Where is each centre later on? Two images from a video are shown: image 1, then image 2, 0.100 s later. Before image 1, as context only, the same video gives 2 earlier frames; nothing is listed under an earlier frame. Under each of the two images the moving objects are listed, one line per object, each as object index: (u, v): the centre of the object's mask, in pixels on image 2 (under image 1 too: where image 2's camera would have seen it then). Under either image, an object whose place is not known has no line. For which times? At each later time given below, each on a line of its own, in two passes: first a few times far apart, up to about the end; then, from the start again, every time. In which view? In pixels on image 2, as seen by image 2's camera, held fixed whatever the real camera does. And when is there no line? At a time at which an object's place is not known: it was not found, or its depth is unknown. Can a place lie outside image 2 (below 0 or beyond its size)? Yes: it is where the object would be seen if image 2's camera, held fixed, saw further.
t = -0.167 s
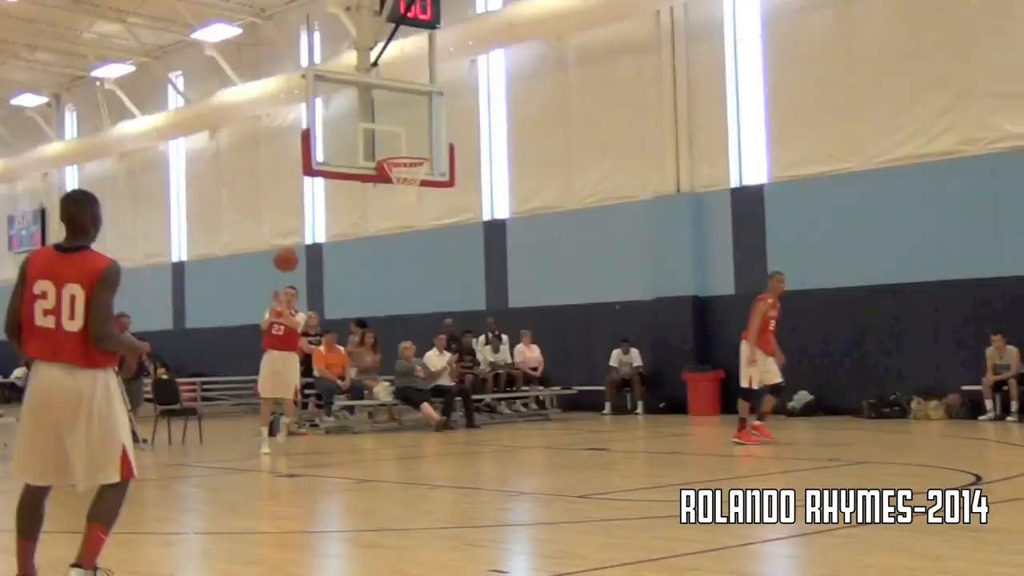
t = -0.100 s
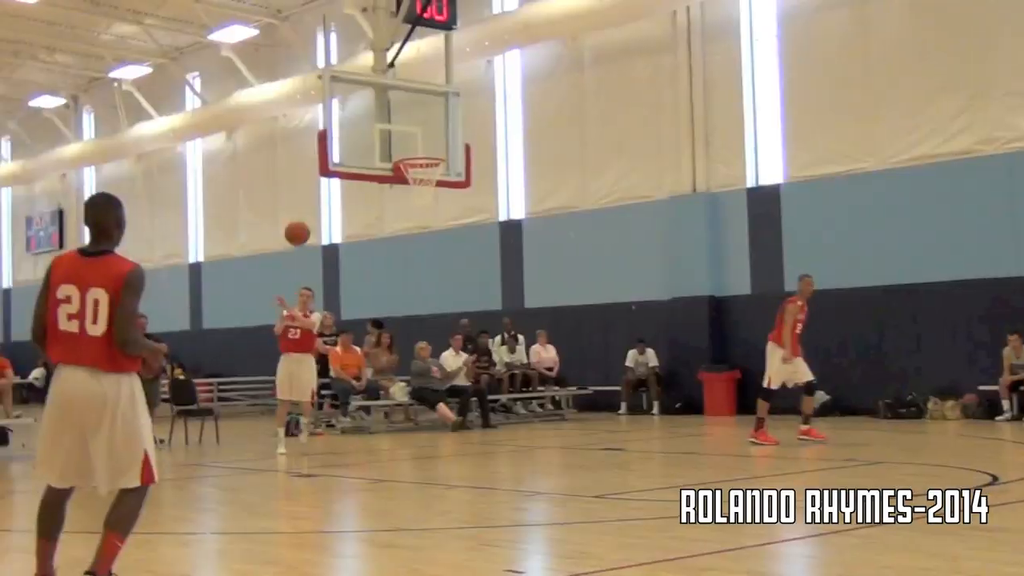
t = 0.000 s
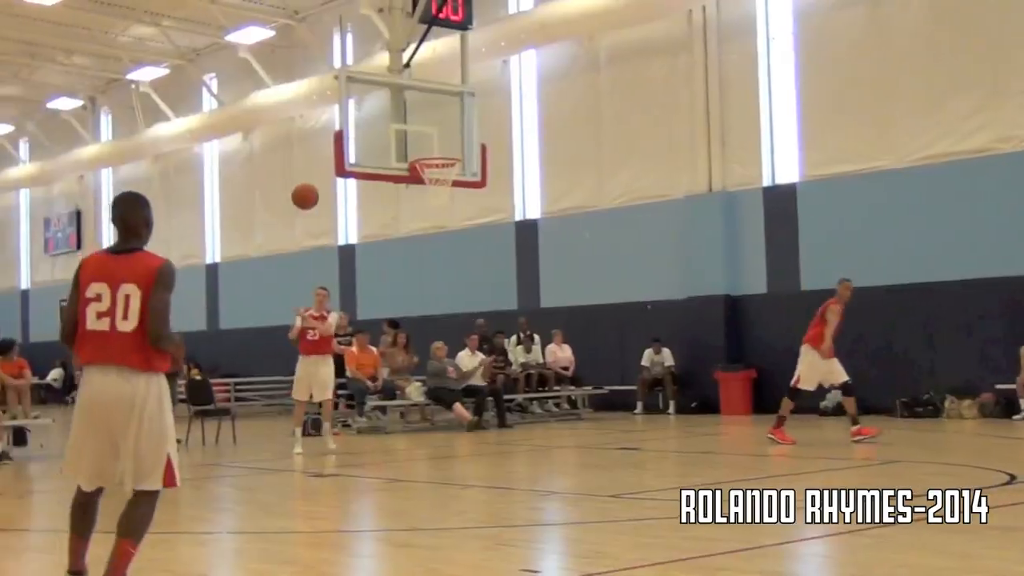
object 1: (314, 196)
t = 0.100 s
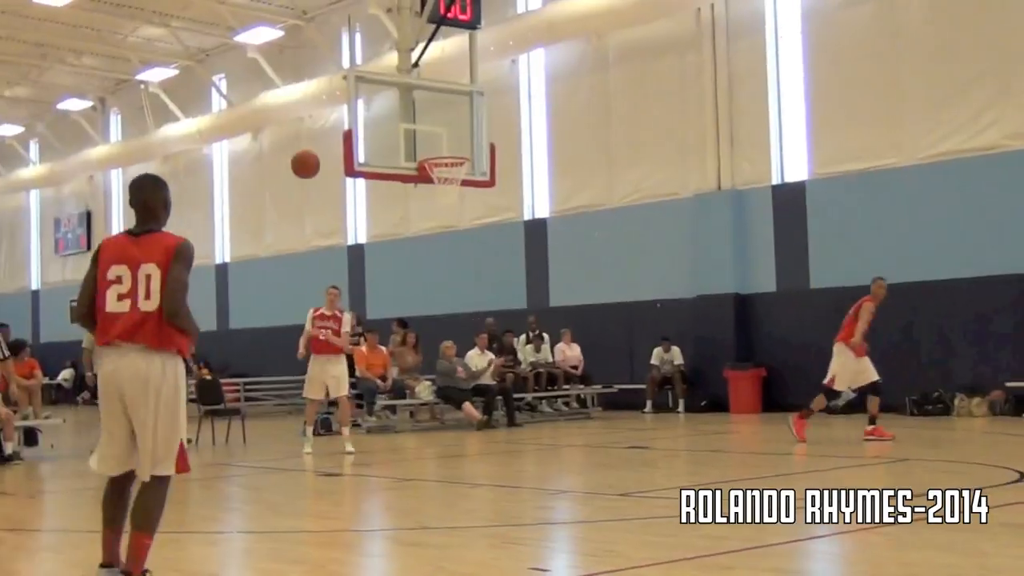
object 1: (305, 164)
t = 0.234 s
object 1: (292, 131)
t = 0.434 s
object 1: (266, 114)
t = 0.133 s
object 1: (302, 155)
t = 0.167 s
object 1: (299, 146)
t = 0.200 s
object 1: (295, 139)
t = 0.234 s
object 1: (292, 131)
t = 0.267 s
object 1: (288, 125)
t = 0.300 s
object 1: (284, 121)
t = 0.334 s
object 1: (280, 117)
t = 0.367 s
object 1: (275, 115)
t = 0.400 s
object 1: (271, 113)
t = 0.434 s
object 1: (266, 114)
